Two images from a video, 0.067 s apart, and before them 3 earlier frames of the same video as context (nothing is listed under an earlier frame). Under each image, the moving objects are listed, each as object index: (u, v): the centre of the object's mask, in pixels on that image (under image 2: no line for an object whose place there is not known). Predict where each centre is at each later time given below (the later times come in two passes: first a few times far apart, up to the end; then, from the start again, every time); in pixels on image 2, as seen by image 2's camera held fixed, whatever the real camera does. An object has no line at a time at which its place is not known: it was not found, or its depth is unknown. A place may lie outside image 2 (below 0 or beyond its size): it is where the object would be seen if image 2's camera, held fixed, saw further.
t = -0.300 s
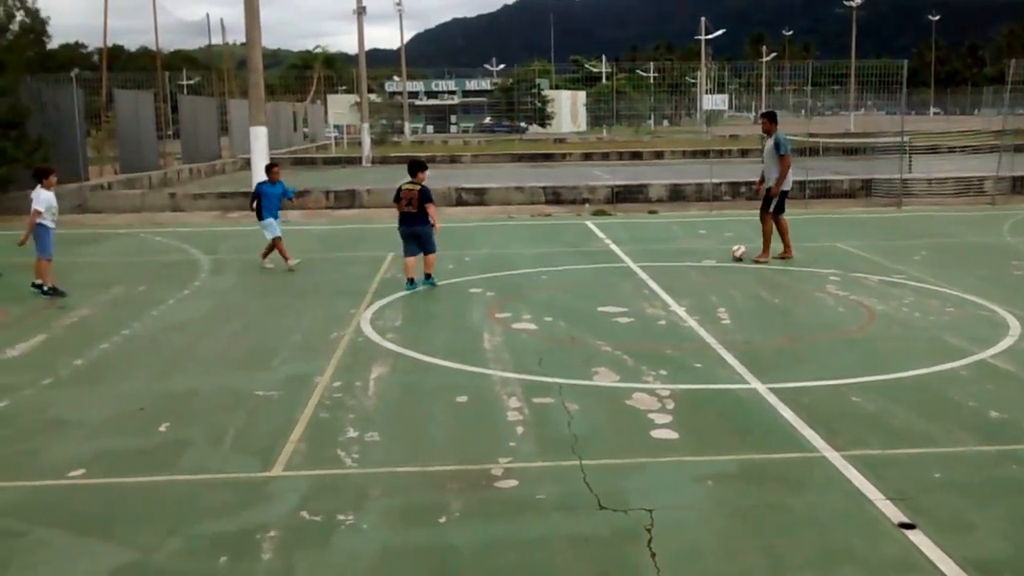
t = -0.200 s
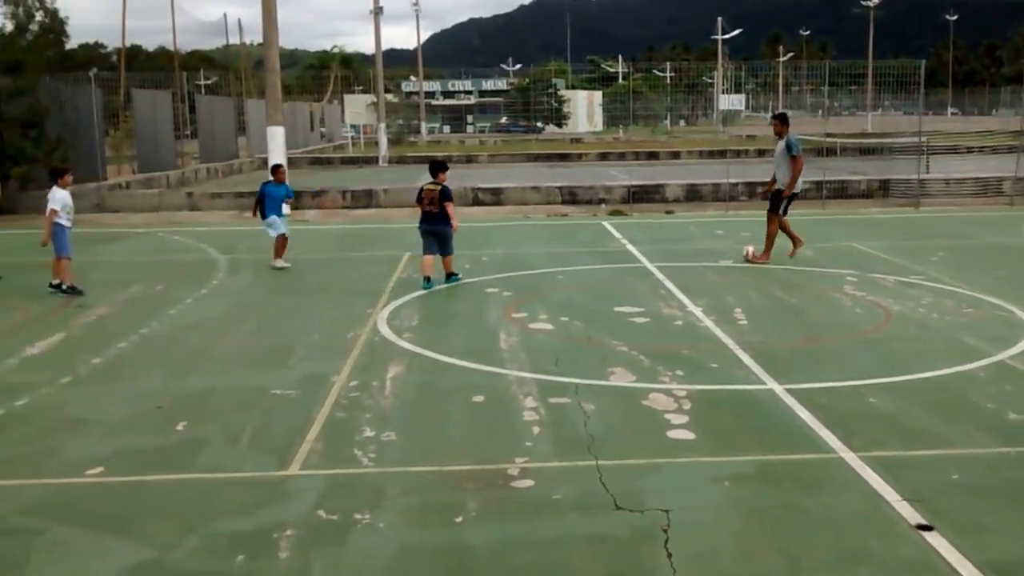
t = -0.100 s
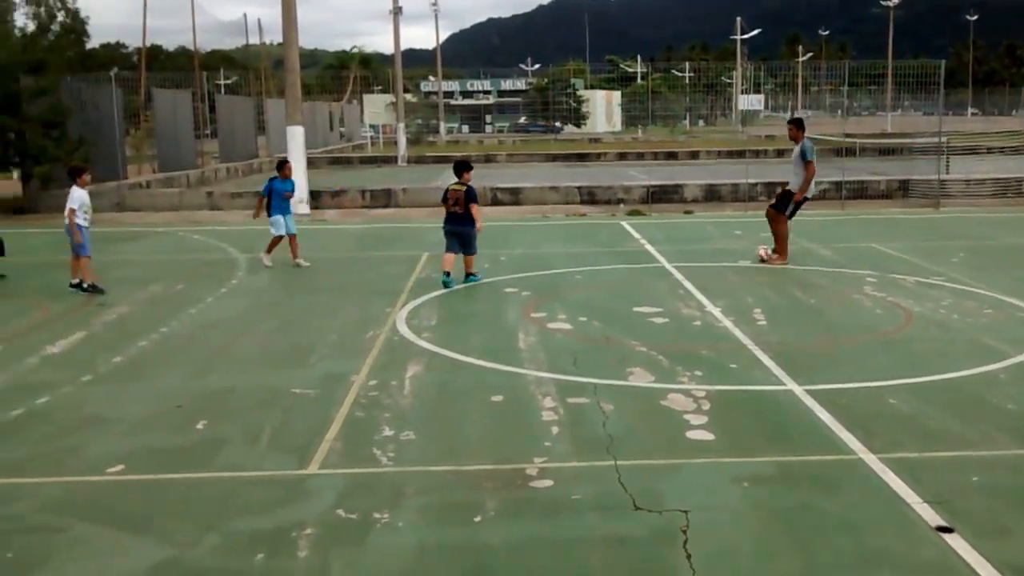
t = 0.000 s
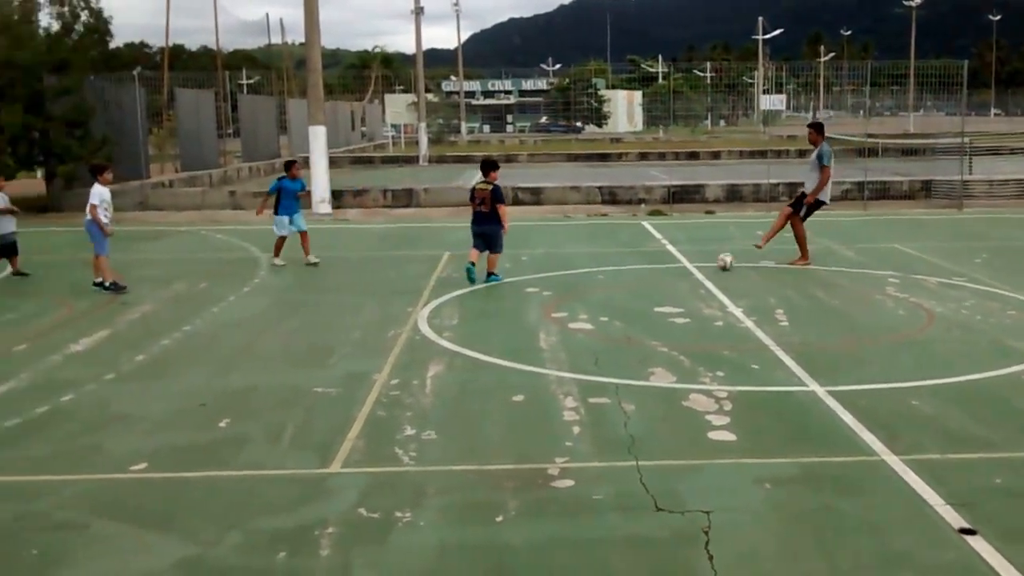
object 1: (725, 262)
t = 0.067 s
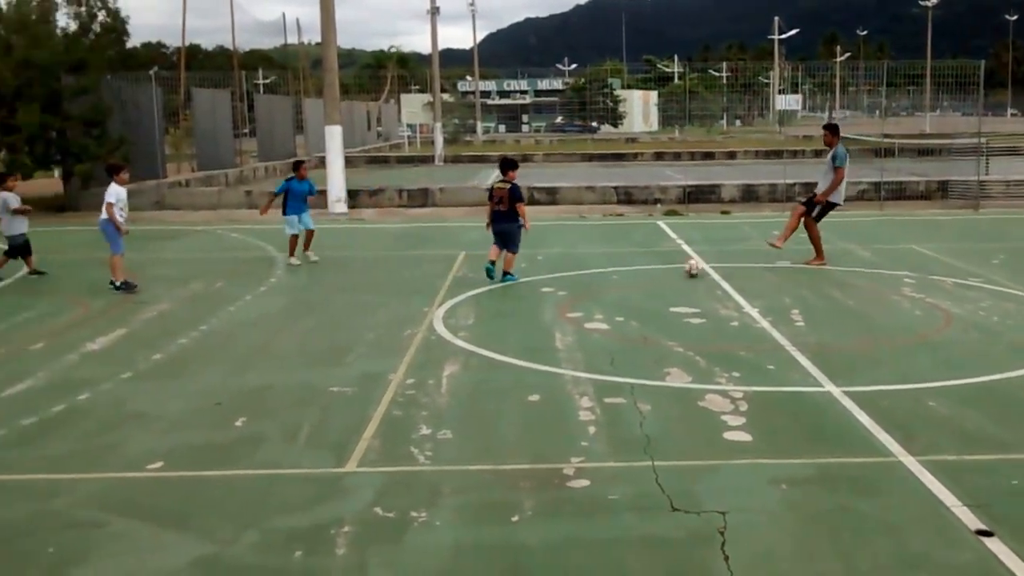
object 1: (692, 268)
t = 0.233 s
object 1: (567, 284)
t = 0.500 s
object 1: (347, 315)
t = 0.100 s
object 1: (668, 272)
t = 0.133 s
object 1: (643, 275)
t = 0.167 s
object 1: (618, 279)
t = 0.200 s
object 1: (592, 282)
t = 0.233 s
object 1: (567, 284)
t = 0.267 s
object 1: (540, 288)
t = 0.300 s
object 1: (513, 292)
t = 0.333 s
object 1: (487, 296)
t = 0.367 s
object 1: (459, 299)
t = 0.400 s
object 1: (432, 302)
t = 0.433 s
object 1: (403, 307)
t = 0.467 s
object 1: (375, 311)
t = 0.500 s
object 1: (347, 315)
